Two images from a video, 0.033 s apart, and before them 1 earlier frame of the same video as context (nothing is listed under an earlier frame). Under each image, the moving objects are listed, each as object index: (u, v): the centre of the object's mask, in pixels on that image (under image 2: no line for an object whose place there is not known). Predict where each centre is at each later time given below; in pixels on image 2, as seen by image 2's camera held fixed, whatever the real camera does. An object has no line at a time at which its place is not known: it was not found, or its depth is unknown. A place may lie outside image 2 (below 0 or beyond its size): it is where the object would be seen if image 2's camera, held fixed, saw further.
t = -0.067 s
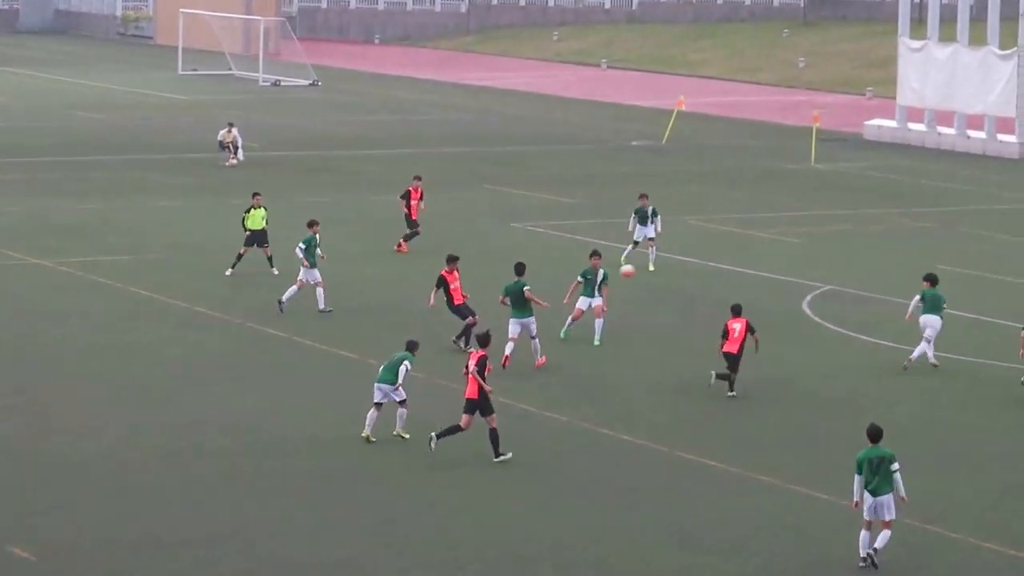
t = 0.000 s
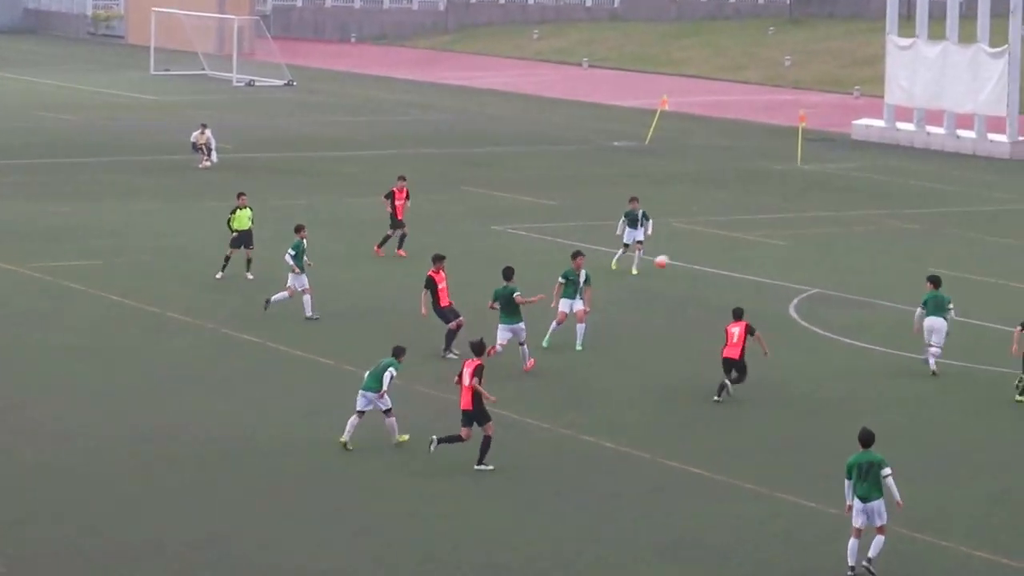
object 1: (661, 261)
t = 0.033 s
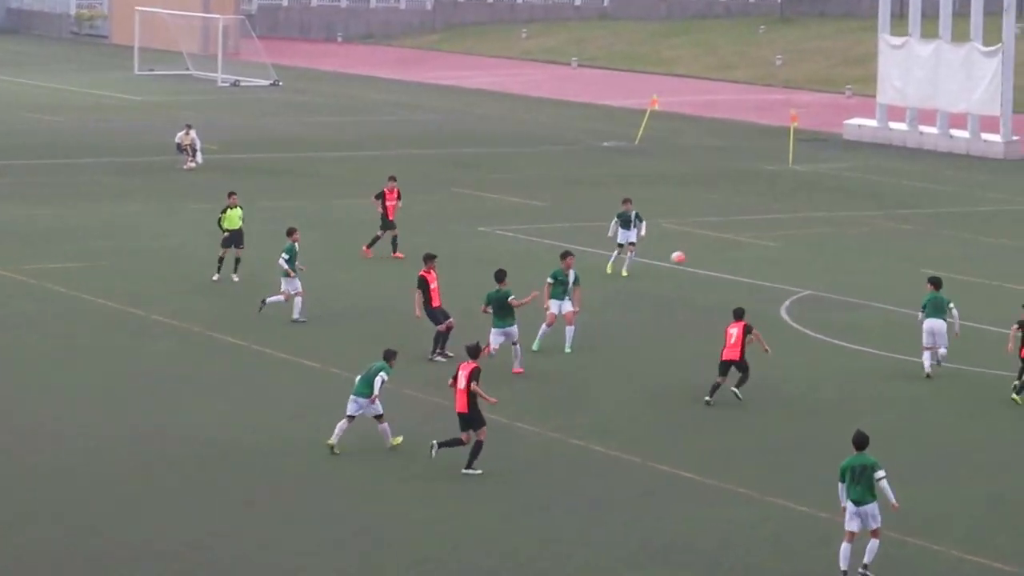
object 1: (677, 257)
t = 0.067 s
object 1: (702, 253)
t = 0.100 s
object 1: (727, 249)
